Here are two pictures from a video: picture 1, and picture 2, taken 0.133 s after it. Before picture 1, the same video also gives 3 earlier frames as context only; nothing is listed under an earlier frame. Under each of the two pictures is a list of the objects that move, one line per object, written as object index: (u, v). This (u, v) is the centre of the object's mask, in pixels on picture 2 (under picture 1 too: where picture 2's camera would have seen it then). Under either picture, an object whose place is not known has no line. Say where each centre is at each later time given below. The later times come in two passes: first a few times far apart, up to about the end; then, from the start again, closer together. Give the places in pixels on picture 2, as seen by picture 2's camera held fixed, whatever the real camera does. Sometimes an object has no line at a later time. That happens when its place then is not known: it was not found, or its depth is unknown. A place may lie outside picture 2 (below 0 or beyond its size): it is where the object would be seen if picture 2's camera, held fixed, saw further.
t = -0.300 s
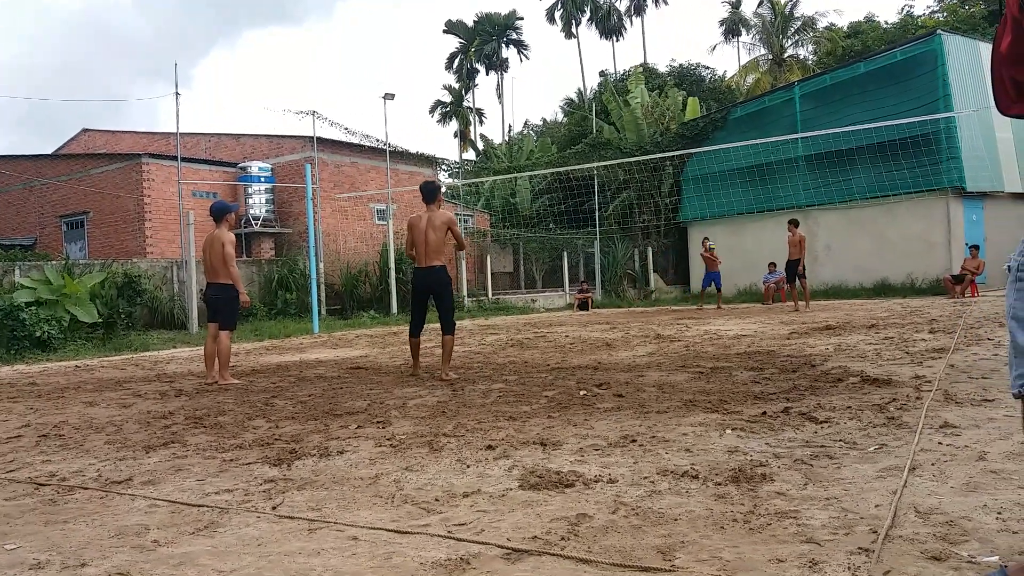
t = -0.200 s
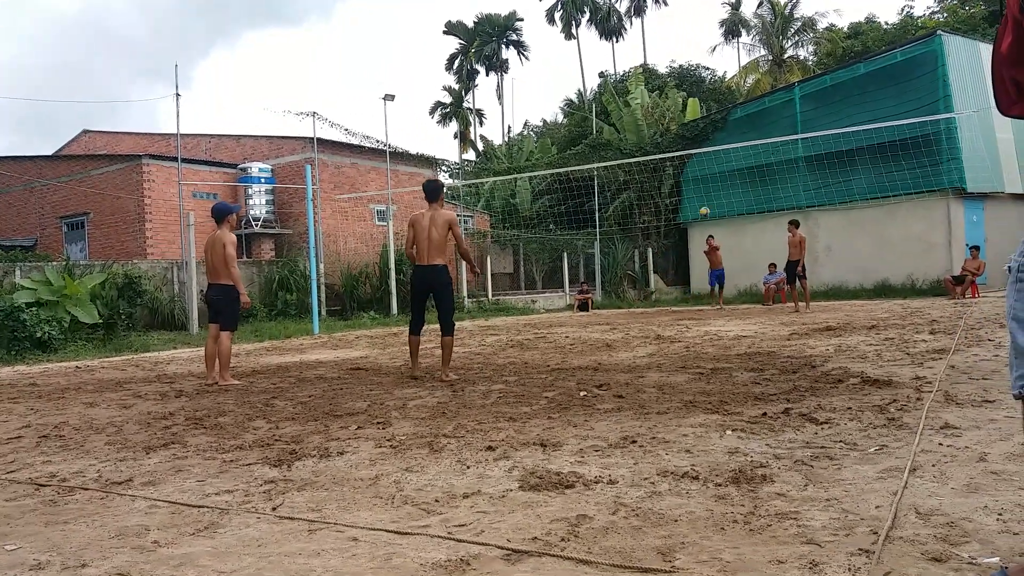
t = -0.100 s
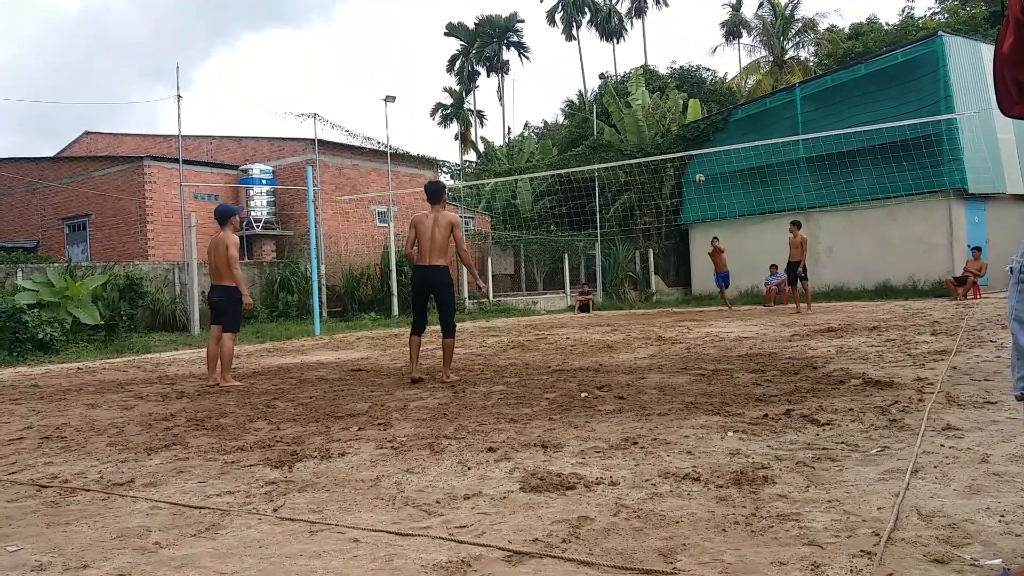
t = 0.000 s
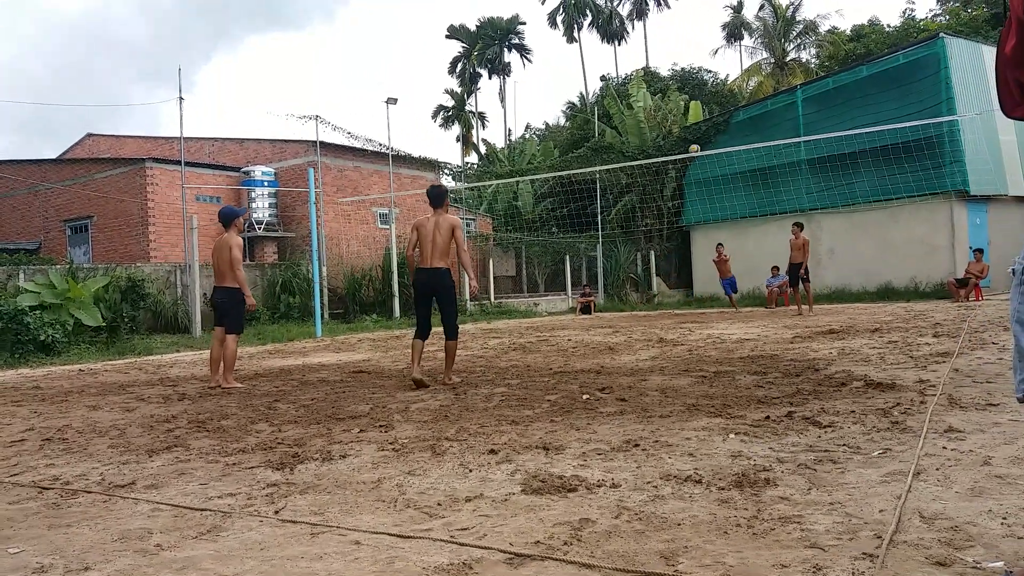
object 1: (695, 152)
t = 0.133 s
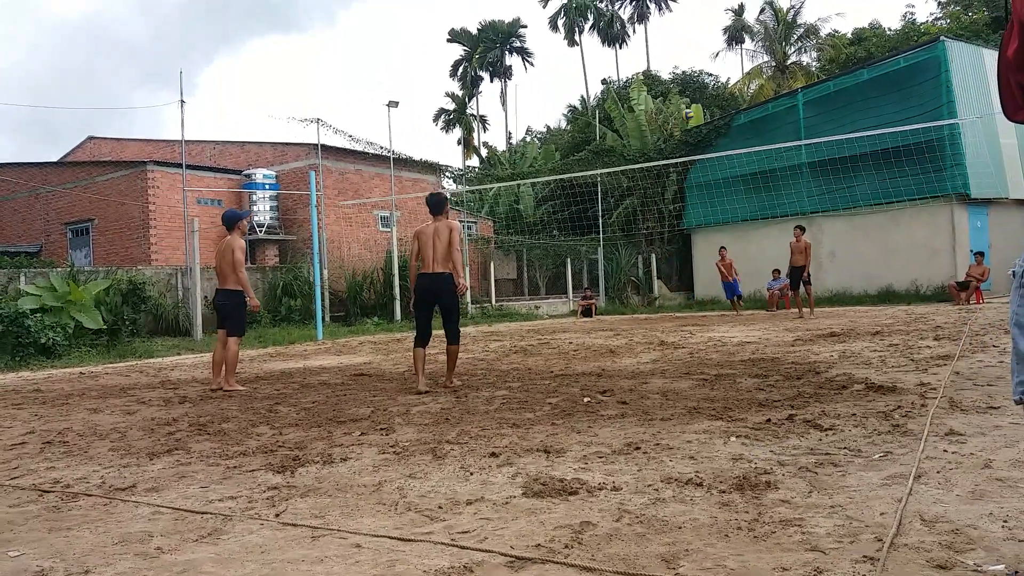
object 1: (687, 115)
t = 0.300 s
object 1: (678, 75)
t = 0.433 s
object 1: (668, 52)
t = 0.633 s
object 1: (654, 35)
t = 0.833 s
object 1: (638, 45)
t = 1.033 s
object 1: (623, 99)
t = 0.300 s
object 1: (678, 75)
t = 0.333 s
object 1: (675, 69)
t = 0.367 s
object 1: (673, 63)
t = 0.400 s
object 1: (671, 57)
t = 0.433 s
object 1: (668, 52)
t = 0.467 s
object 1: (666, 48)
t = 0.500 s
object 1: (664, 44)
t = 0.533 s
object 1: (661, 41)
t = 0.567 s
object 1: (659, 38)
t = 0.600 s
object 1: (656, 36)
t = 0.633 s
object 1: (654, 35)
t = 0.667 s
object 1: (651, 34)
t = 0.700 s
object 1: (649, 34)
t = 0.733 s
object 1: (646, 36)
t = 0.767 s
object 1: (644, 38)
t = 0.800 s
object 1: (641, 41)
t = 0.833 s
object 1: (638, 45)
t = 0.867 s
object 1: (636, 51)
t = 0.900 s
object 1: (633, 58)
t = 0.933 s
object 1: (631, 66)
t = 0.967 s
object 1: (628, 75)
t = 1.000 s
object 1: (626, 86)
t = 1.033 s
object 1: (623, 99)
